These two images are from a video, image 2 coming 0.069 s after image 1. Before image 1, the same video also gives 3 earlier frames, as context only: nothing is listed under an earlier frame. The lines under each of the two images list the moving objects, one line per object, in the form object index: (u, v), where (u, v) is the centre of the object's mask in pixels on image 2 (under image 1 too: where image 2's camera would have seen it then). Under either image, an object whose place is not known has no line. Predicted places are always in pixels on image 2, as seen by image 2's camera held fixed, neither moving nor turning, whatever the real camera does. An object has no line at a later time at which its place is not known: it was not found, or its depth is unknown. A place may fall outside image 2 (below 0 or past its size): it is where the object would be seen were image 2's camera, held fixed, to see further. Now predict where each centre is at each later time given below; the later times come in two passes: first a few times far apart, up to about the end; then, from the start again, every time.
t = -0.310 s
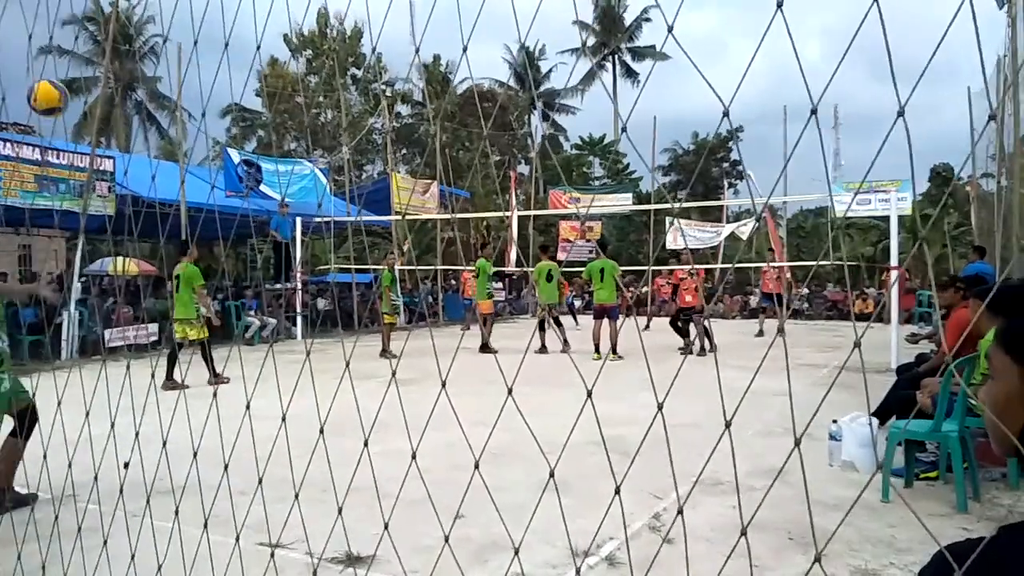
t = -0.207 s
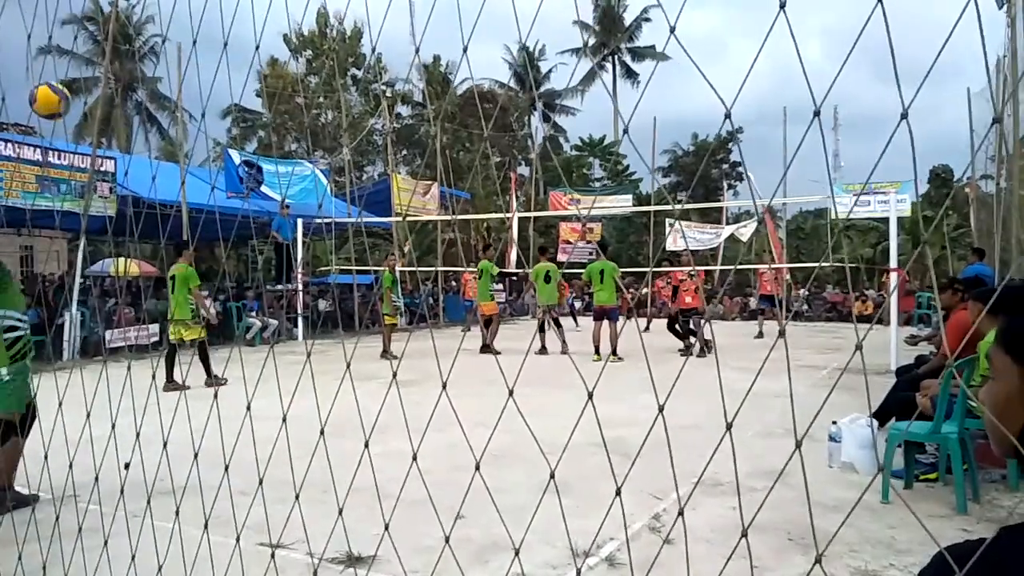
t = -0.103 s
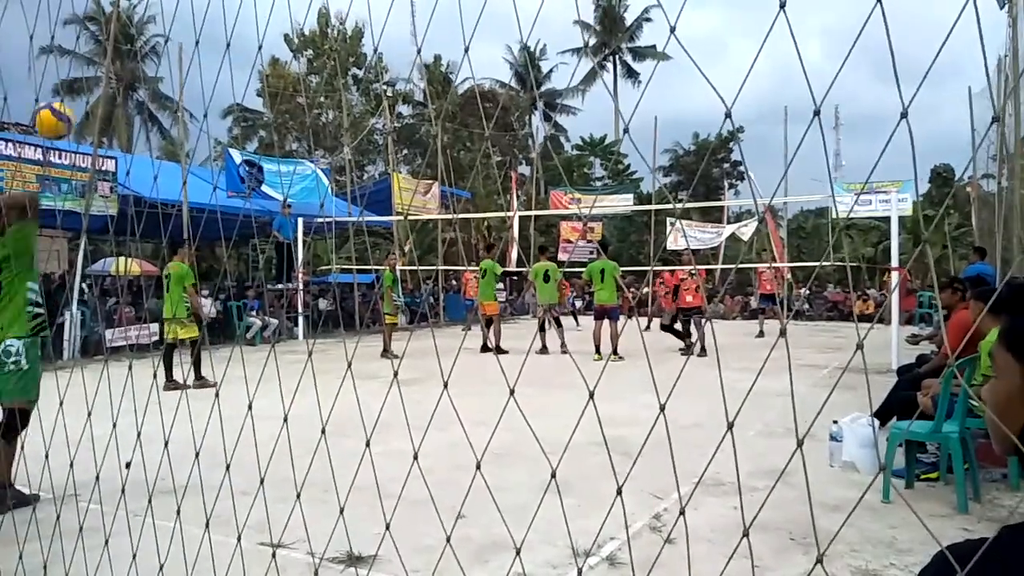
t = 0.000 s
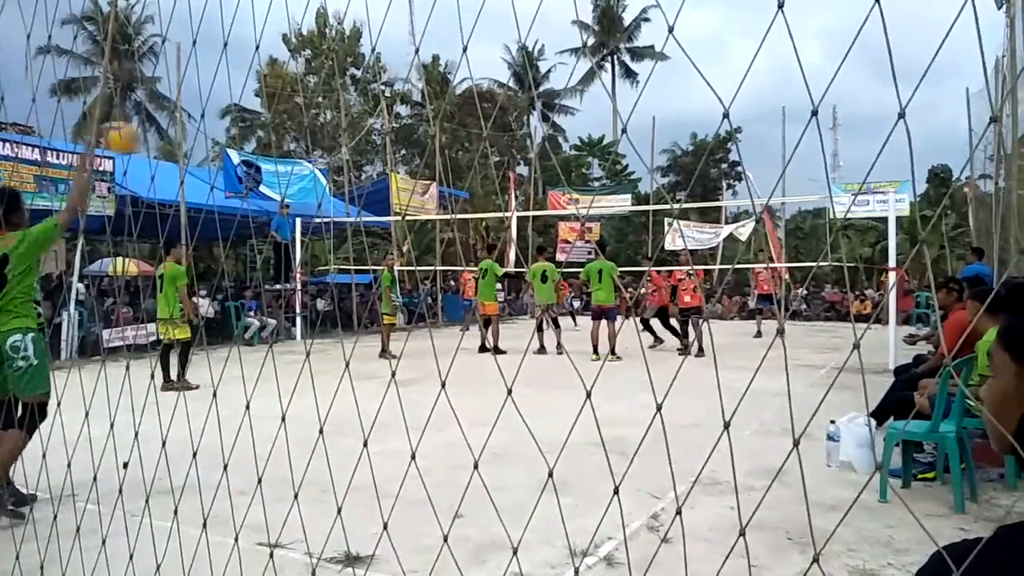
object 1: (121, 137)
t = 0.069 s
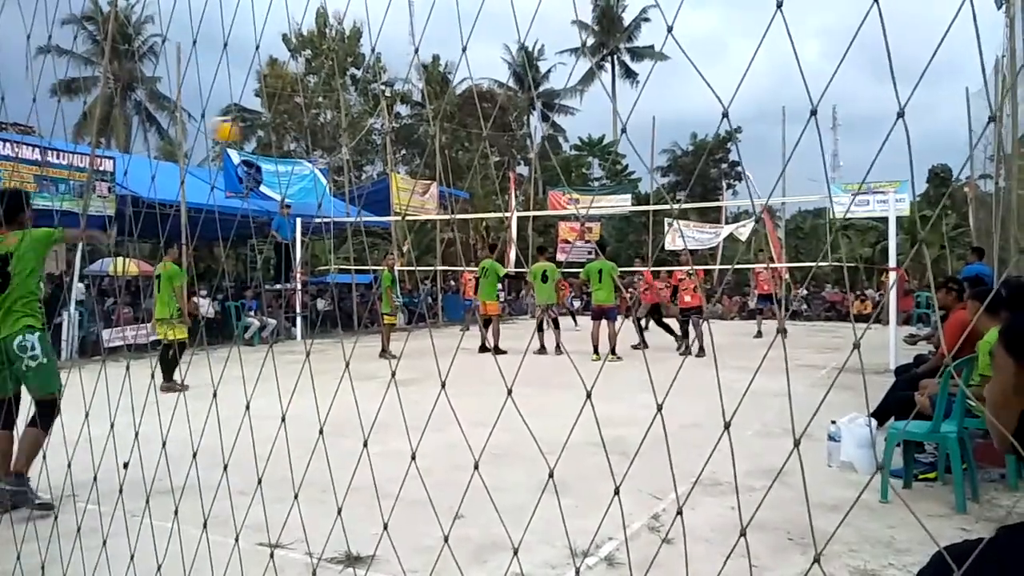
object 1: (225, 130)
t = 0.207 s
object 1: (348, 132)
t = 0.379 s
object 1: (432, 150)
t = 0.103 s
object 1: (261, 128)
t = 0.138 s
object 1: (294, 128)
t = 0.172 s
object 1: (323, 129)
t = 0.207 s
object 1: (348, 132)
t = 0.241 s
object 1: (367, 134)
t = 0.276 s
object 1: (386, 139)
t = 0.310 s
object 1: (404, 141)
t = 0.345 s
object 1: (419, 146)
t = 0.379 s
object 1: (432, 150)
